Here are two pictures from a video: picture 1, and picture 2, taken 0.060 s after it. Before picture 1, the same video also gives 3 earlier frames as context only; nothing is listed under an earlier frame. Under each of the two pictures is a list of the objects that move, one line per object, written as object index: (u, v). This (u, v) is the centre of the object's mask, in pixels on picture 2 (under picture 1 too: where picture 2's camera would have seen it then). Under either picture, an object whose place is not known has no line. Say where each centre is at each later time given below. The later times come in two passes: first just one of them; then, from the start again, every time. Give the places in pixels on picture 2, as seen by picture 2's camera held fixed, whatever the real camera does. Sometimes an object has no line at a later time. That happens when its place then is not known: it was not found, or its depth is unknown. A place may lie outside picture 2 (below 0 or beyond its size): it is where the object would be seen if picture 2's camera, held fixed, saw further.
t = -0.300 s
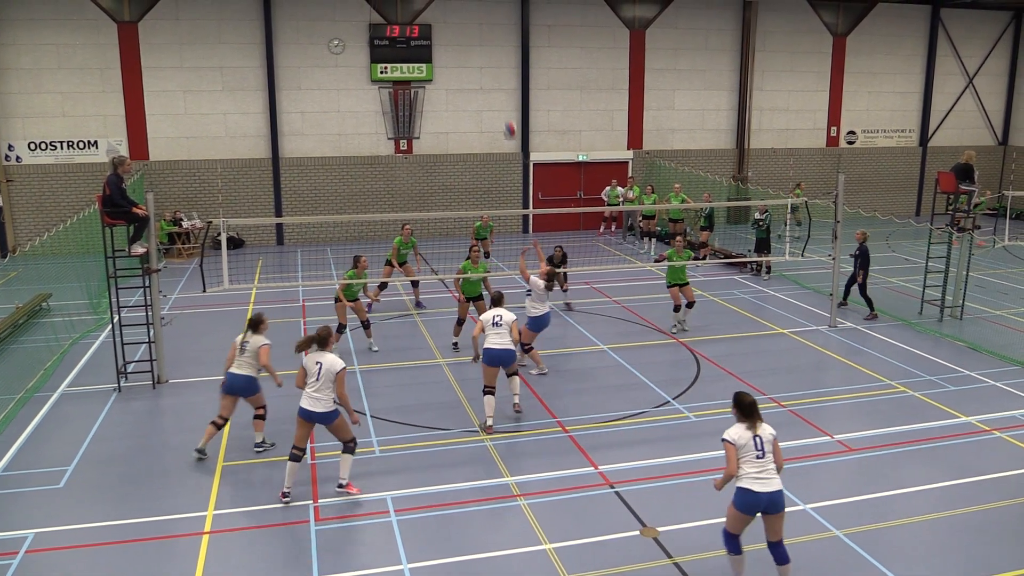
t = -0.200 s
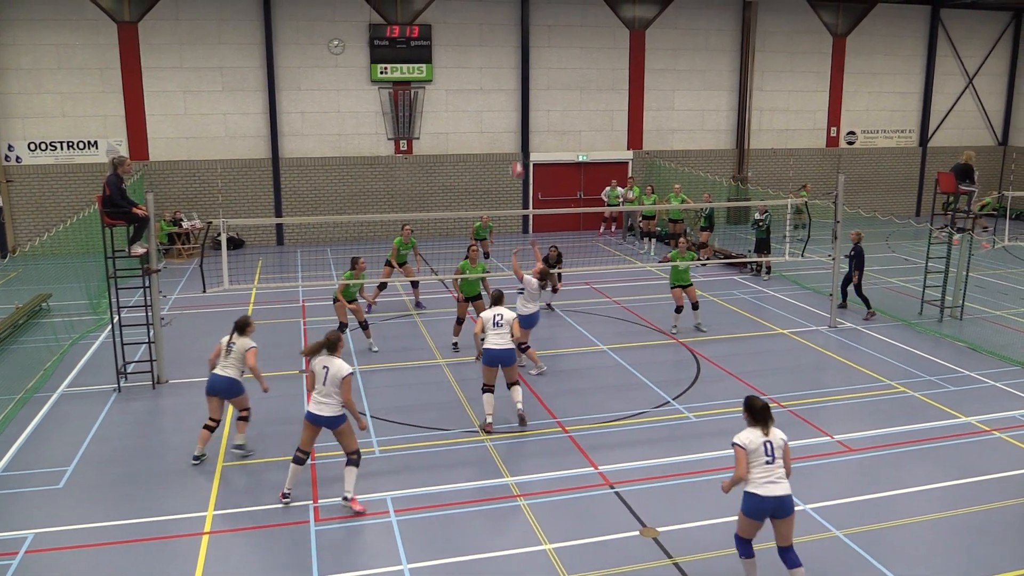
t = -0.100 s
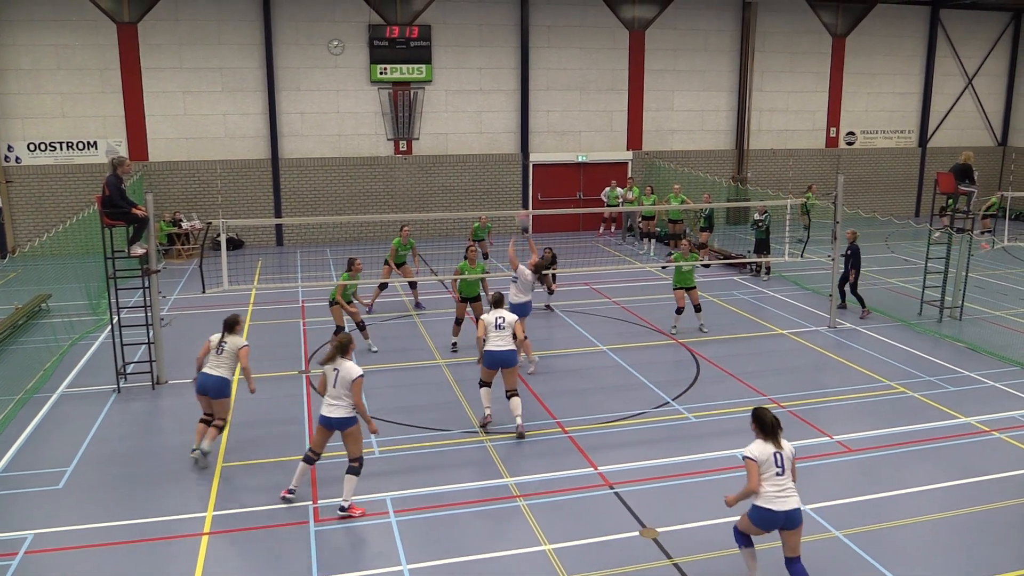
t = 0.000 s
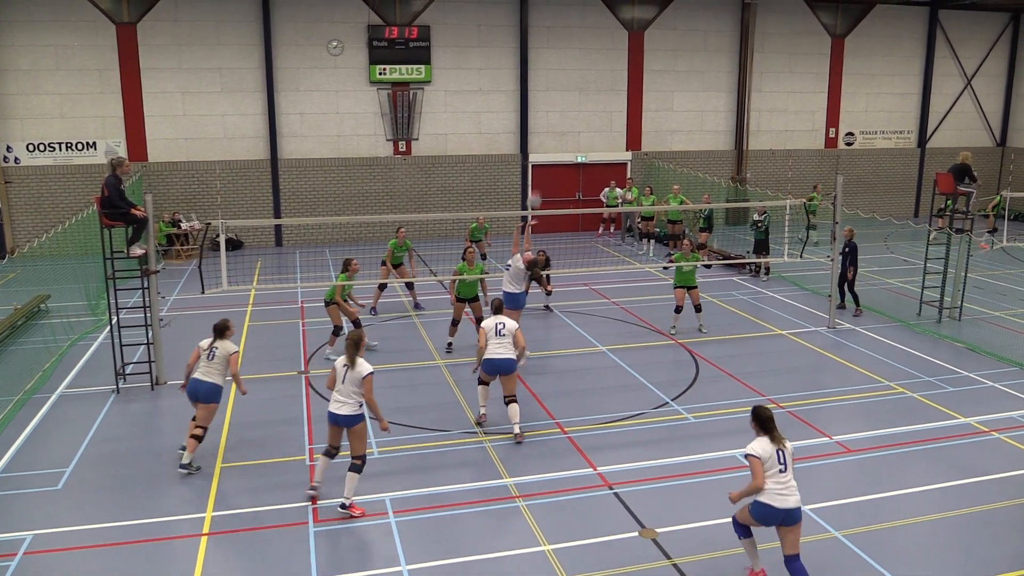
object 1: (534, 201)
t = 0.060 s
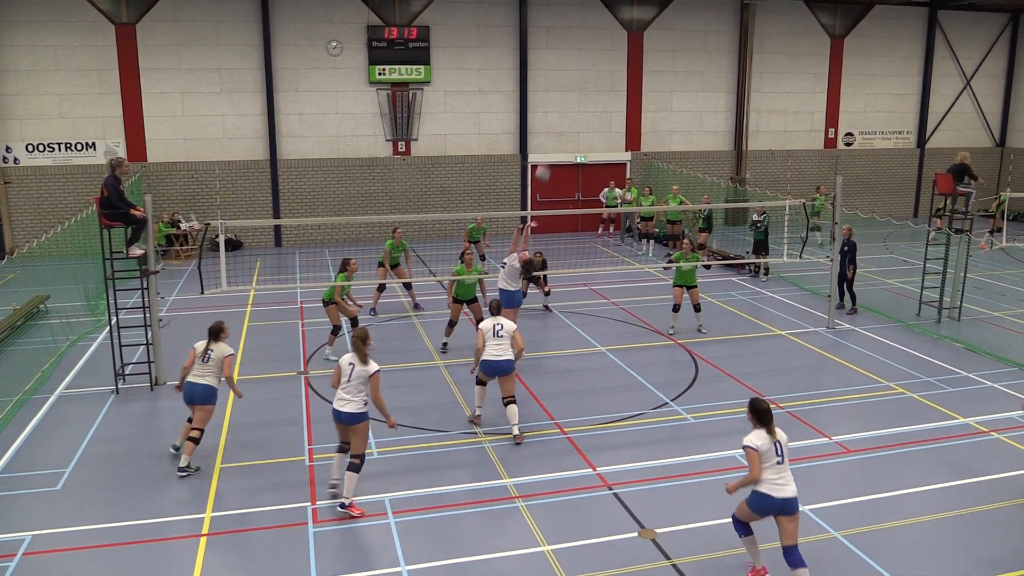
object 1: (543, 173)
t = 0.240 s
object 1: (570, 101)
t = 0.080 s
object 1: (546, 163)
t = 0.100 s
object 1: (549, 155)
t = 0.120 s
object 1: (552, 146)
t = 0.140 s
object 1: (555, 138)
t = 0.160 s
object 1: (558, 131)
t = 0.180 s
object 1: (561, 123)
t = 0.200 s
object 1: (564, 116)
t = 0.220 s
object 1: (567, 109)
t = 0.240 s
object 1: (570, 101)
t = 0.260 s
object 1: (573, 94)
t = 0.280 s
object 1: (576, 89)
